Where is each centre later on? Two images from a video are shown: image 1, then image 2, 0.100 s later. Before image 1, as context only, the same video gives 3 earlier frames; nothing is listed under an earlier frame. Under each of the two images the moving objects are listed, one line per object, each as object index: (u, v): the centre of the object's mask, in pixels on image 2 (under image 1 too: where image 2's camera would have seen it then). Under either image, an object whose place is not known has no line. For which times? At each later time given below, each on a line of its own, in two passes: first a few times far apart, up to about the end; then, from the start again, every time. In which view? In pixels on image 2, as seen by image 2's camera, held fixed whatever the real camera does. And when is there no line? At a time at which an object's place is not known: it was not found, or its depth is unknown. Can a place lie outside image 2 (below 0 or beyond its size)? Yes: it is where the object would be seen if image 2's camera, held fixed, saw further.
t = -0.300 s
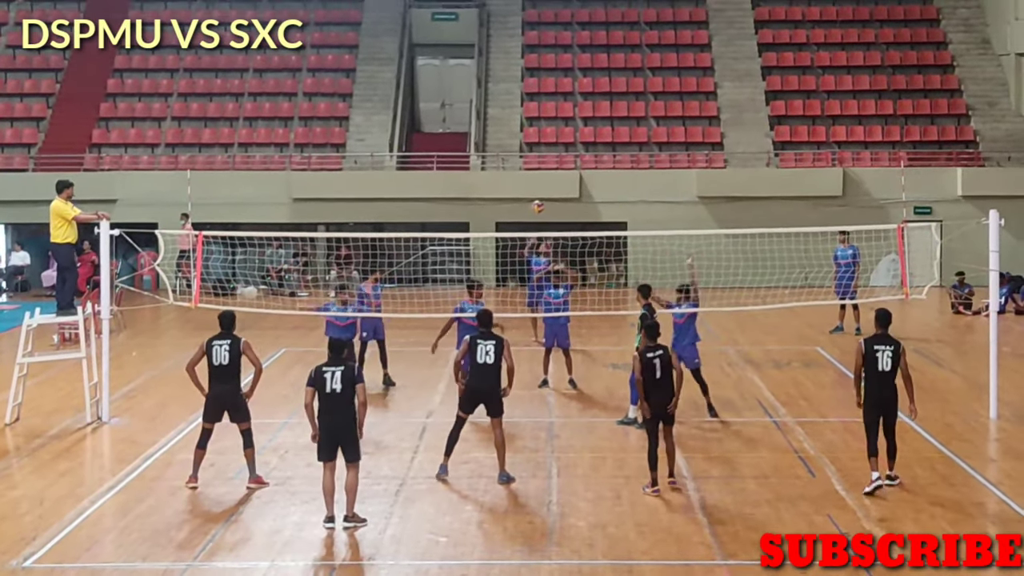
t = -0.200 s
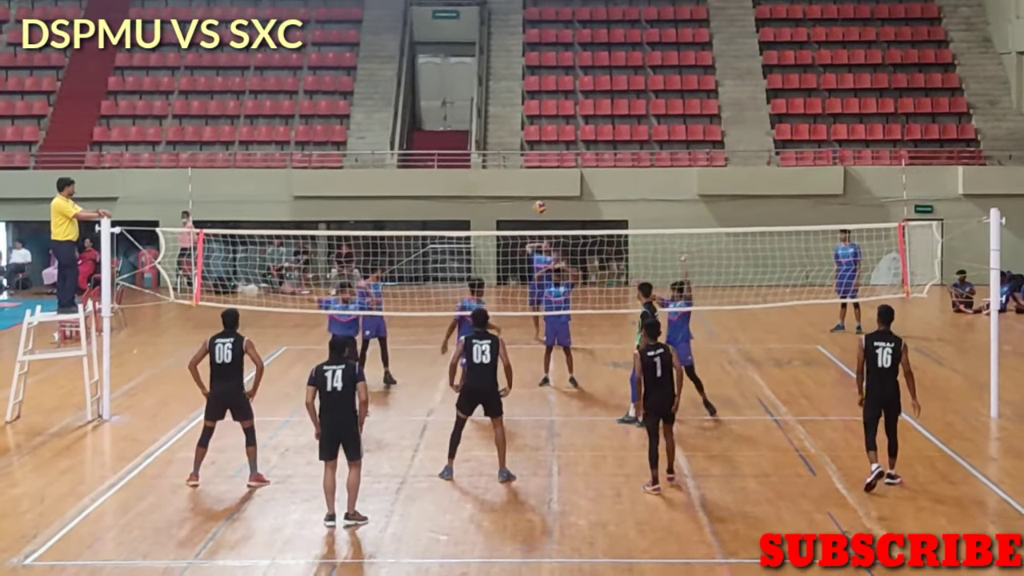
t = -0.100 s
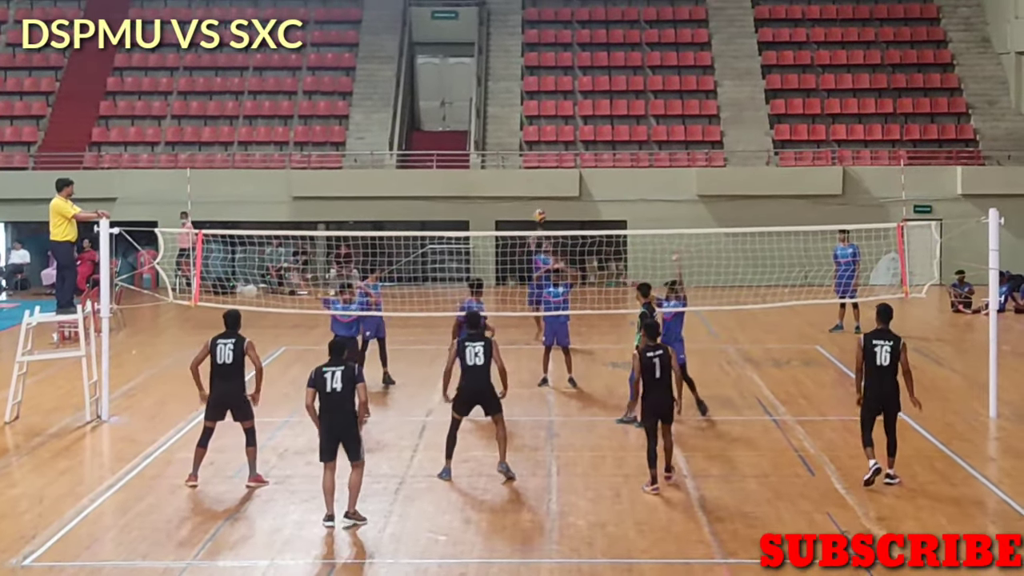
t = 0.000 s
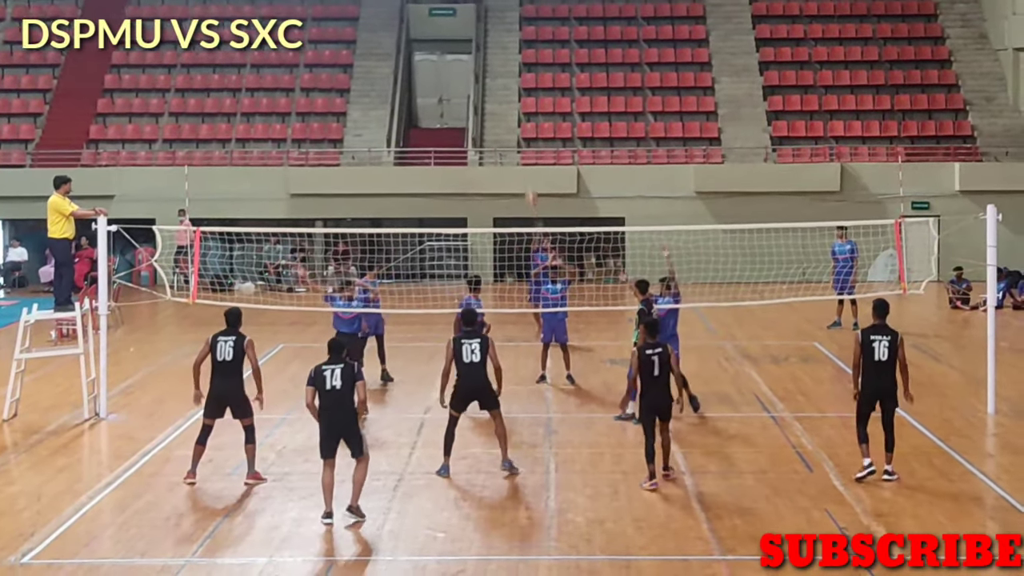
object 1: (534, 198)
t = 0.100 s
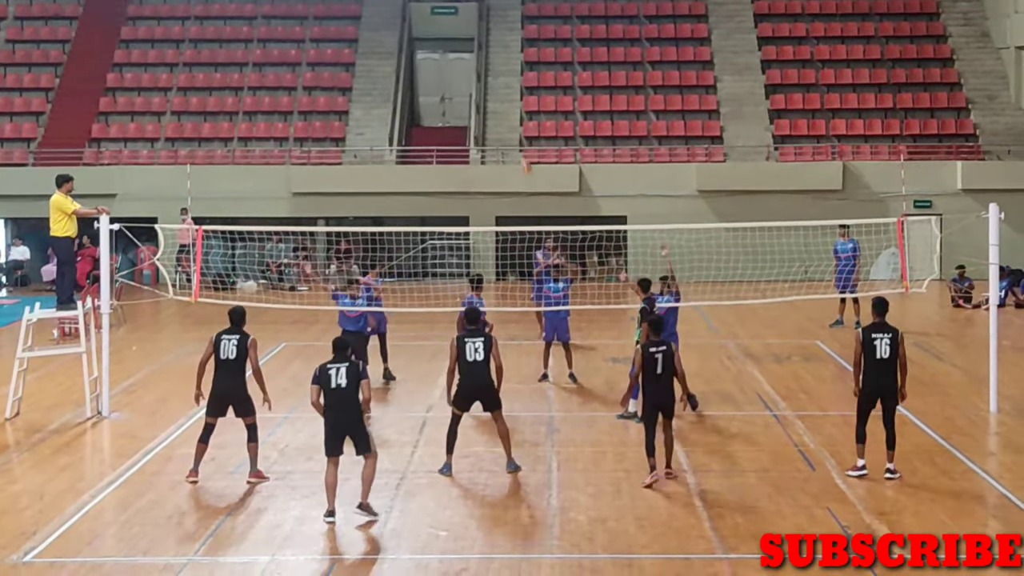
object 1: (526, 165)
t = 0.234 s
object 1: (513, 135)
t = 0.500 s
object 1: (484, 112)
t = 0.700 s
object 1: (457, 127)
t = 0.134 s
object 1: (521, 157)
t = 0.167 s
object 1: (518, 148)
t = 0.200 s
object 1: (516, 141)
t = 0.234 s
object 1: (513, 135)
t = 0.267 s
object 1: (510, 130)
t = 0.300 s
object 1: (507, 125)
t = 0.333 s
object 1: (504, 121)
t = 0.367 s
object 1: (500, 117)
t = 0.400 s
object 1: (497, 114)
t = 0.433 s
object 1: (492, 113)
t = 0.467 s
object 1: (489, 112)
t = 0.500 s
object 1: (484, 112)
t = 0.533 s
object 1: (481, 111)
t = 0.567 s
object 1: (476, 112)
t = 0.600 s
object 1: (471, 114)
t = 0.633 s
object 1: (467, 117)
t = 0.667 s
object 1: (462, 122)
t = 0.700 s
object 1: (457, 127)
